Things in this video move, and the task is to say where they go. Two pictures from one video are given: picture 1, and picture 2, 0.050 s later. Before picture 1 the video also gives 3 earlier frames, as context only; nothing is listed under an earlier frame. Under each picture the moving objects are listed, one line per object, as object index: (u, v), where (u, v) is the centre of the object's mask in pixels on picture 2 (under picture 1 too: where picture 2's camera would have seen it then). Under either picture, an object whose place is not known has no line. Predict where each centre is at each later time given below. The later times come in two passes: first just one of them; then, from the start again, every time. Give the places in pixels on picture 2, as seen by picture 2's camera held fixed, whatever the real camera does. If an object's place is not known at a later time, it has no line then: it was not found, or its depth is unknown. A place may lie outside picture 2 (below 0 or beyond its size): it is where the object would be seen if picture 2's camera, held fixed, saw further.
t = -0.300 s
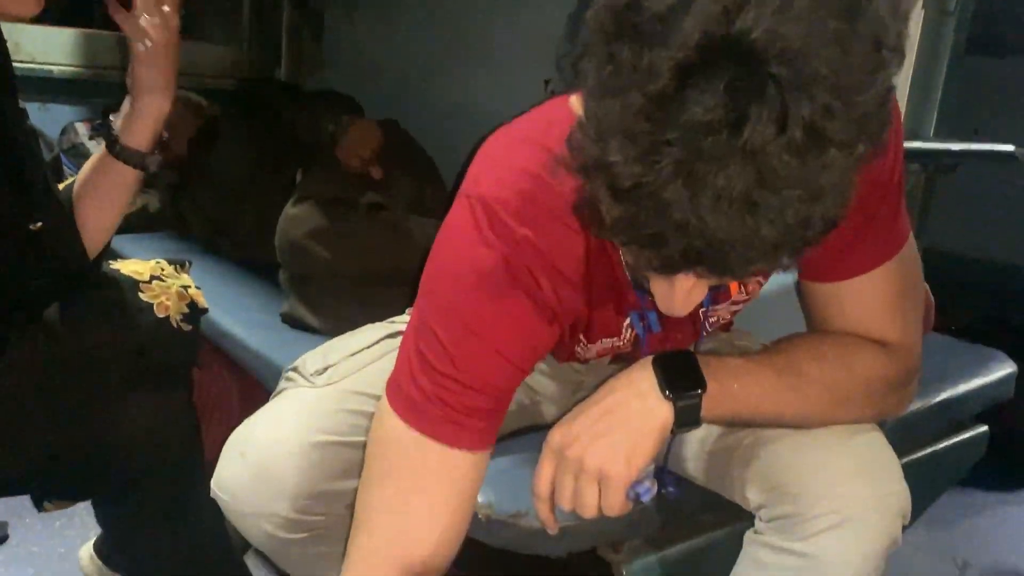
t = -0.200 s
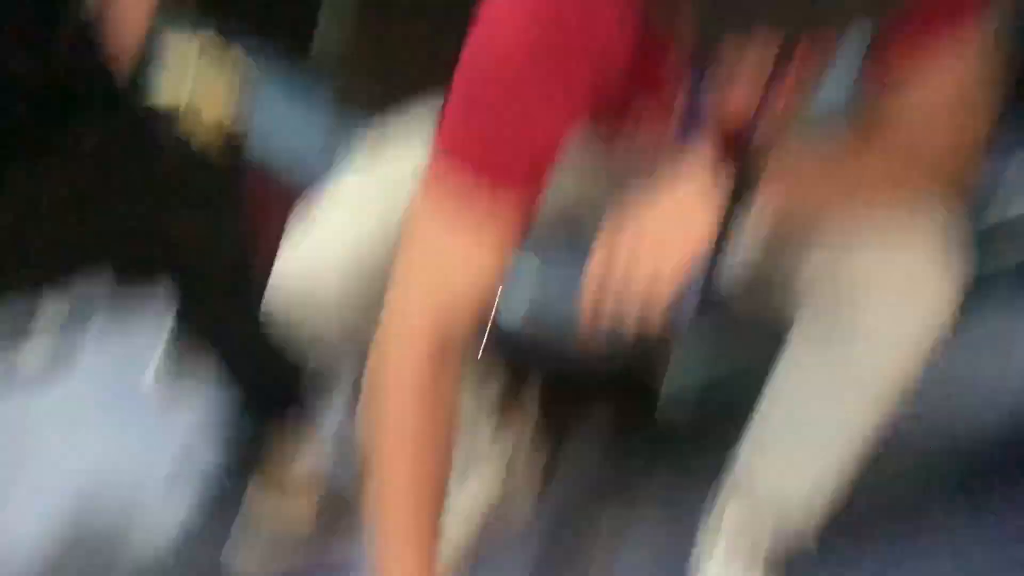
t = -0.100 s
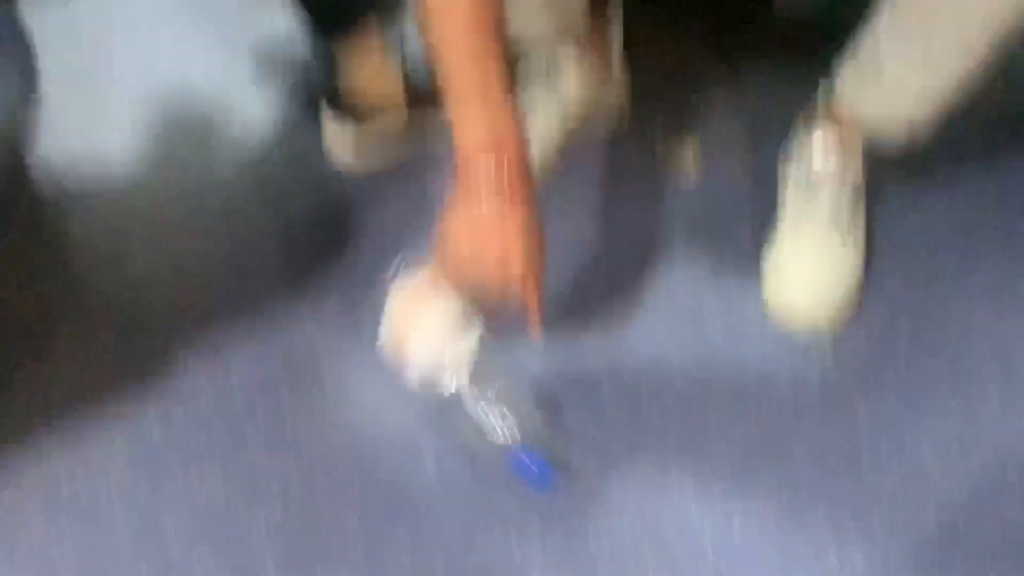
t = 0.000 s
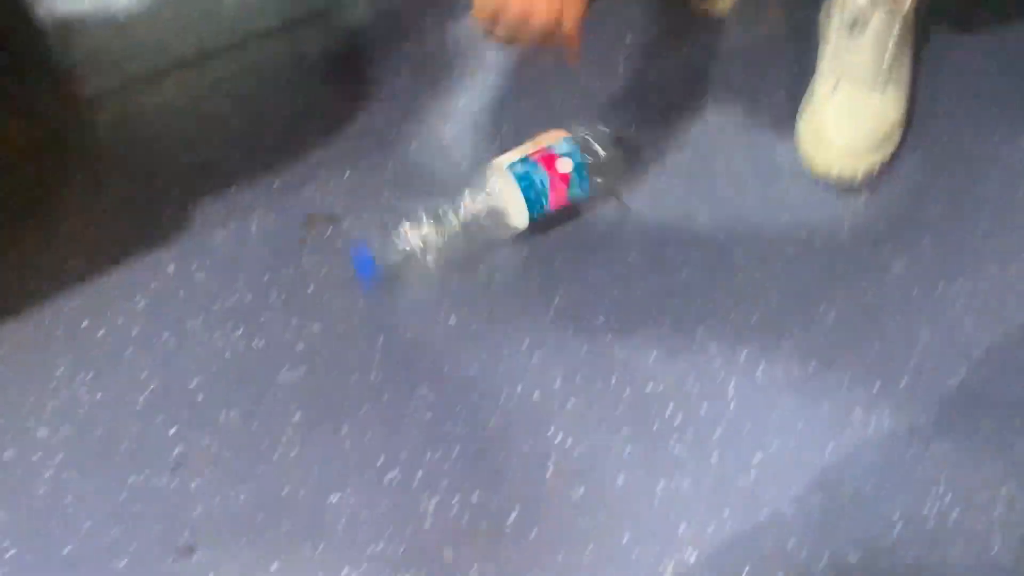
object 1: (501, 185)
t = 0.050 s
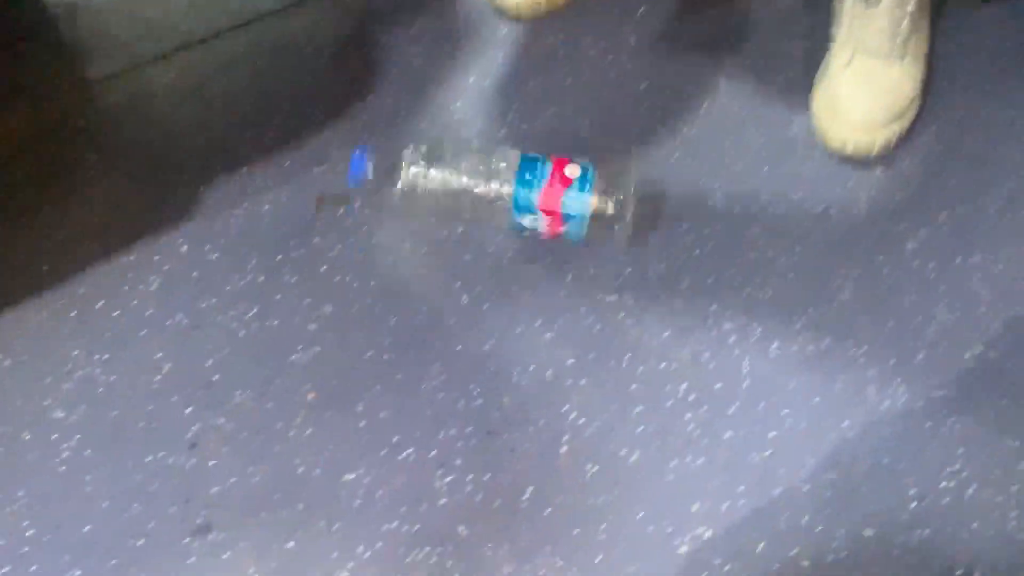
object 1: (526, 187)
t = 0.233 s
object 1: (441, 181)
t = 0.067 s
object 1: (521, 196)
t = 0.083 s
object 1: (502, 196)
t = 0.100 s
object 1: (502, 207)
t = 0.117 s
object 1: (488, 206)
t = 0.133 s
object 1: (478, 204)
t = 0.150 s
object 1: (468, 202)
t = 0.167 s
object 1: (461, 196)
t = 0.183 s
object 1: (458, 196)
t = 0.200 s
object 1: (450, 196)
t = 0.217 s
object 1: (444, 191)
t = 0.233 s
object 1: (441, 181)
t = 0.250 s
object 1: (443, 179)
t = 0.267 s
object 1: (443, 173)
